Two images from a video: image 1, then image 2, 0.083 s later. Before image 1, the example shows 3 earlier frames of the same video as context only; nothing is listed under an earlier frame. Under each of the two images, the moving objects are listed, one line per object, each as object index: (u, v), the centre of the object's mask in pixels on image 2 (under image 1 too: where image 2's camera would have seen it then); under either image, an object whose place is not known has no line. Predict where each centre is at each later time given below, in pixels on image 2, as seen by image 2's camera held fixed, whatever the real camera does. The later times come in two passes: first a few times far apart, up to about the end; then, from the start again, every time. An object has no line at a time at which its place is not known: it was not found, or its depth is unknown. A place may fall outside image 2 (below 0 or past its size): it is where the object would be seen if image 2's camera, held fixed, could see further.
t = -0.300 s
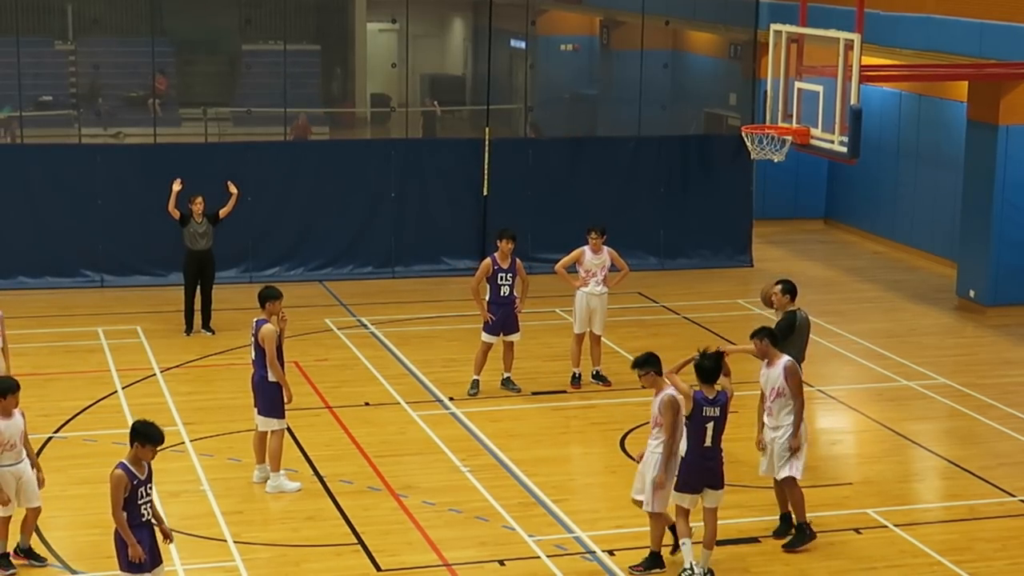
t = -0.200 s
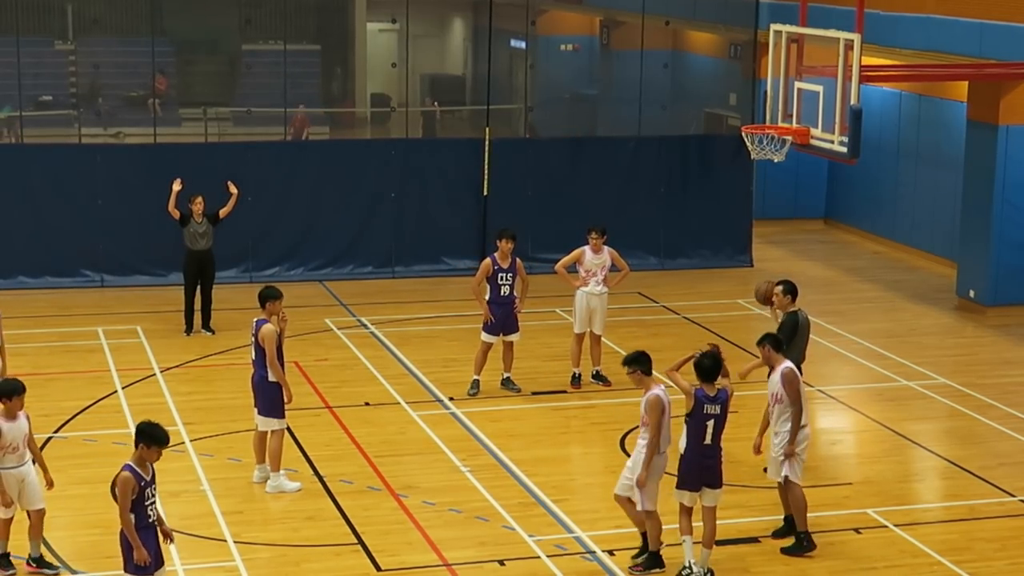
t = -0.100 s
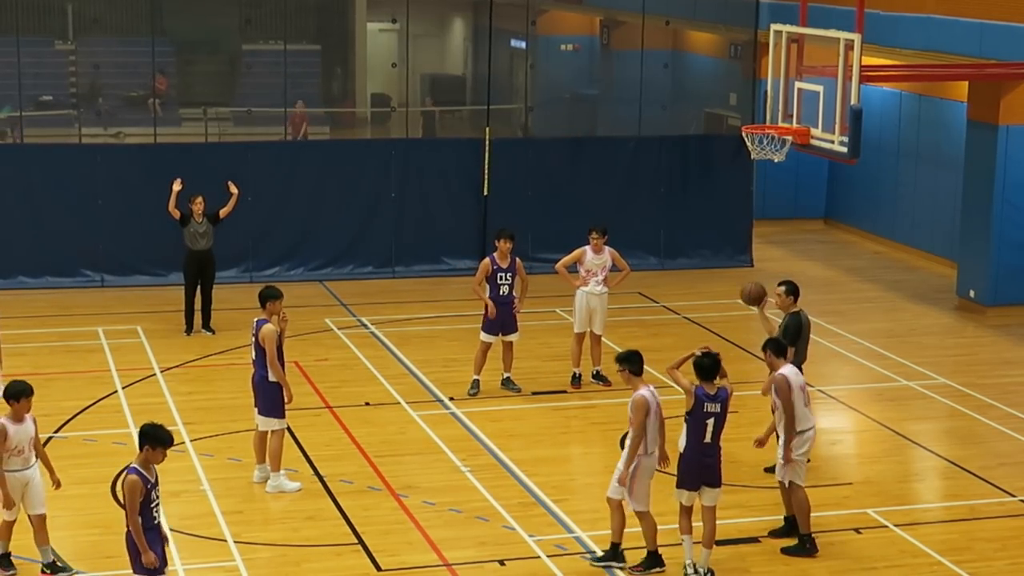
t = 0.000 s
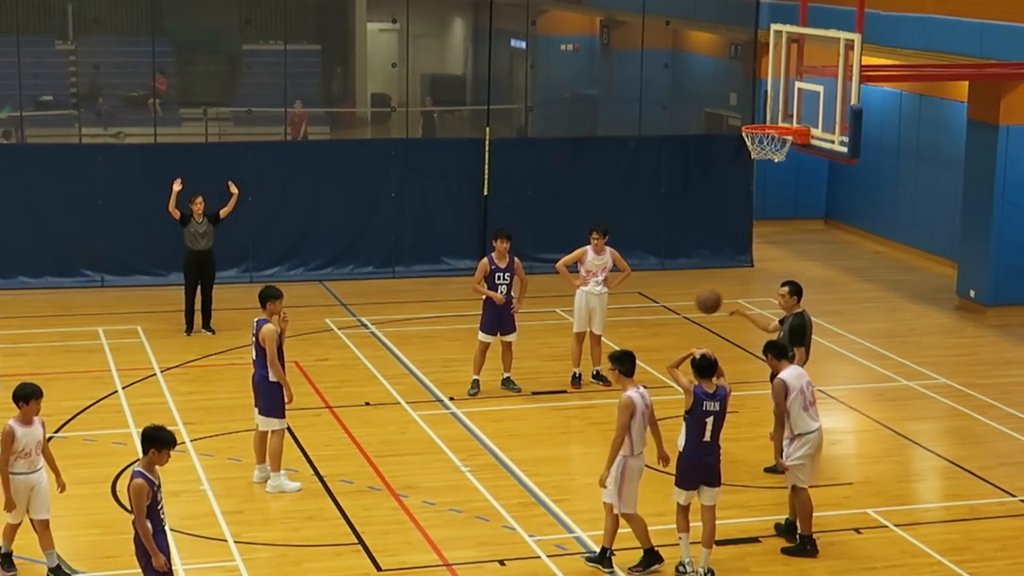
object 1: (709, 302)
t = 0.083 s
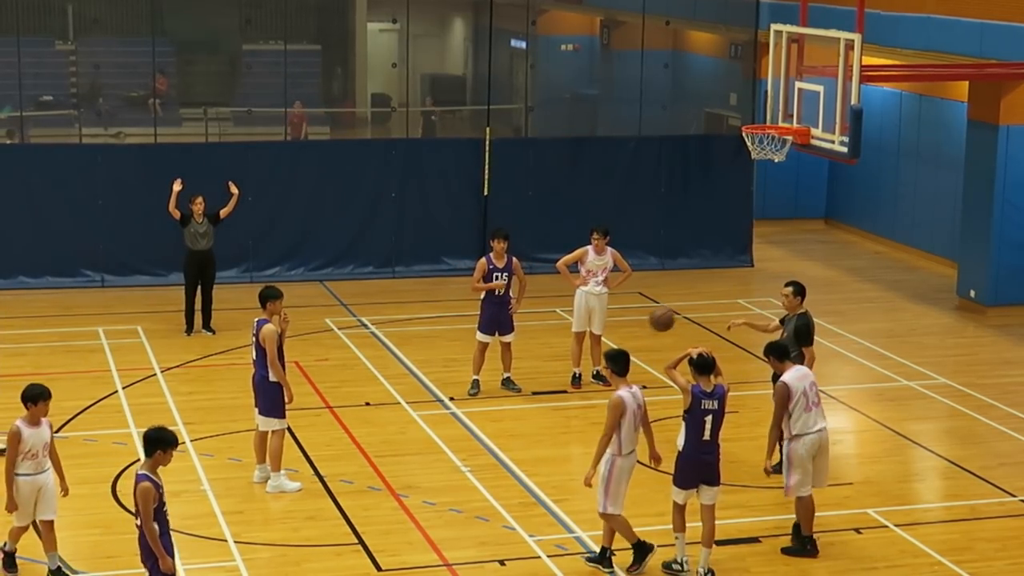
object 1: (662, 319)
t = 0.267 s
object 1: (556, 383)
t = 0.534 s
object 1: (439, 419)
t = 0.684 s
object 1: (397, 378)
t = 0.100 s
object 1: (652, 325)
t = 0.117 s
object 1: (642, 328)
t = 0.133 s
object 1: (633, 334)
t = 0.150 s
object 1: (624, 338)
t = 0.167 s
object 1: (615, 341)
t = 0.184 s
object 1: (604, 343)
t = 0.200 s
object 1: (591, 355)
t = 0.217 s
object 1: (584, 363)
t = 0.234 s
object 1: (576, 370)
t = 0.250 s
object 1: (566, 377)
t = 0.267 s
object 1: (556, 383)
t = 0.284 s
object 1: (548, 391)
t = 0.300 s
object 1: (538, 399)
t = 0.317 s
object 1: (528, 407)
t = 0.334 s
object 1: (518, 416)
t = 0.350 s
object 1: (509, 425)
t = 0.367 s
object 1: (500, 434)
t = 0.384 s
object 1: (490, 444)
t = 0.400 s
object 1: (480, 454)
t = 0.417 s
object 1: (471, 464)
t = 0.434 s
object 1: (466, 460)
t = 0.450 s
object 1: (462, 453)
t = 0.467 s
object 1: (457, 446)
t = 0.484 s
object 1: (452, 439)
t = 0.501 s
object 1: (448, 432)
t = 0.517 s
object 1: (443, 425)
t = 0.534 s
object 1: (439, 419)
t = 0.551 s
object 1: (434, 414)
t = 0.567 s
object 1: (430, 408)
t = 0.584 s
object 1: (425, 403)
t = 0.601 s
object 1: (420, 399)
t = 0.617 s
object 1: (415, 394)
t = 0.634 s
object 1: (411, 389)
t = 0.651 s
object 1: (406, 385)
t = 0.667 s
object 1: (402, 381)
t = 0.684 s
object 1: (397, 378)
